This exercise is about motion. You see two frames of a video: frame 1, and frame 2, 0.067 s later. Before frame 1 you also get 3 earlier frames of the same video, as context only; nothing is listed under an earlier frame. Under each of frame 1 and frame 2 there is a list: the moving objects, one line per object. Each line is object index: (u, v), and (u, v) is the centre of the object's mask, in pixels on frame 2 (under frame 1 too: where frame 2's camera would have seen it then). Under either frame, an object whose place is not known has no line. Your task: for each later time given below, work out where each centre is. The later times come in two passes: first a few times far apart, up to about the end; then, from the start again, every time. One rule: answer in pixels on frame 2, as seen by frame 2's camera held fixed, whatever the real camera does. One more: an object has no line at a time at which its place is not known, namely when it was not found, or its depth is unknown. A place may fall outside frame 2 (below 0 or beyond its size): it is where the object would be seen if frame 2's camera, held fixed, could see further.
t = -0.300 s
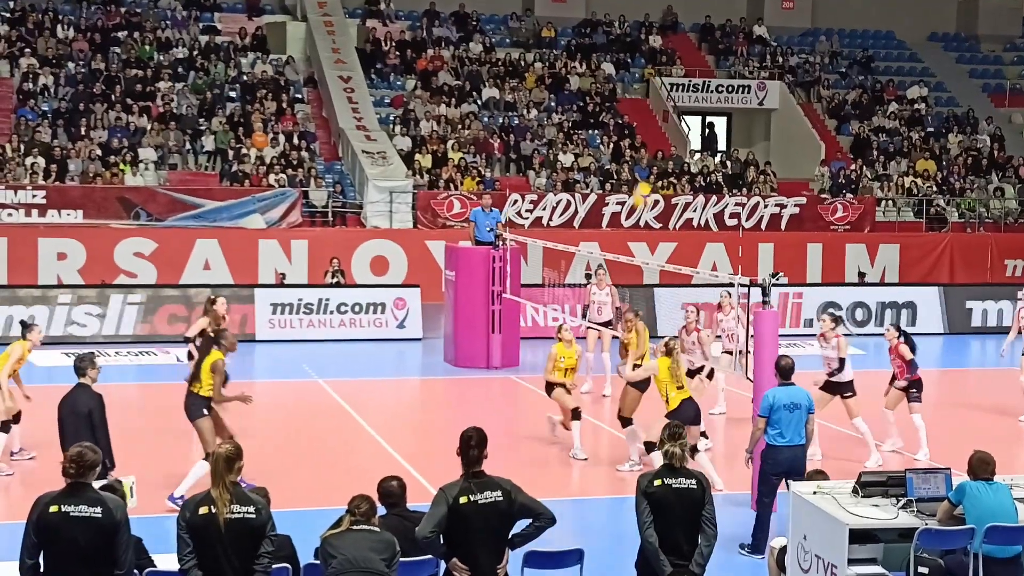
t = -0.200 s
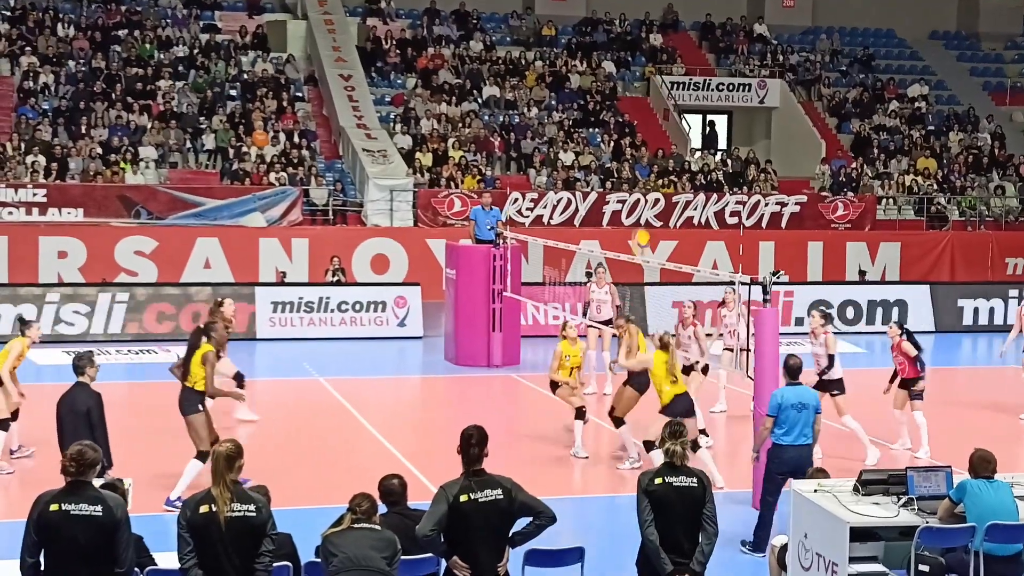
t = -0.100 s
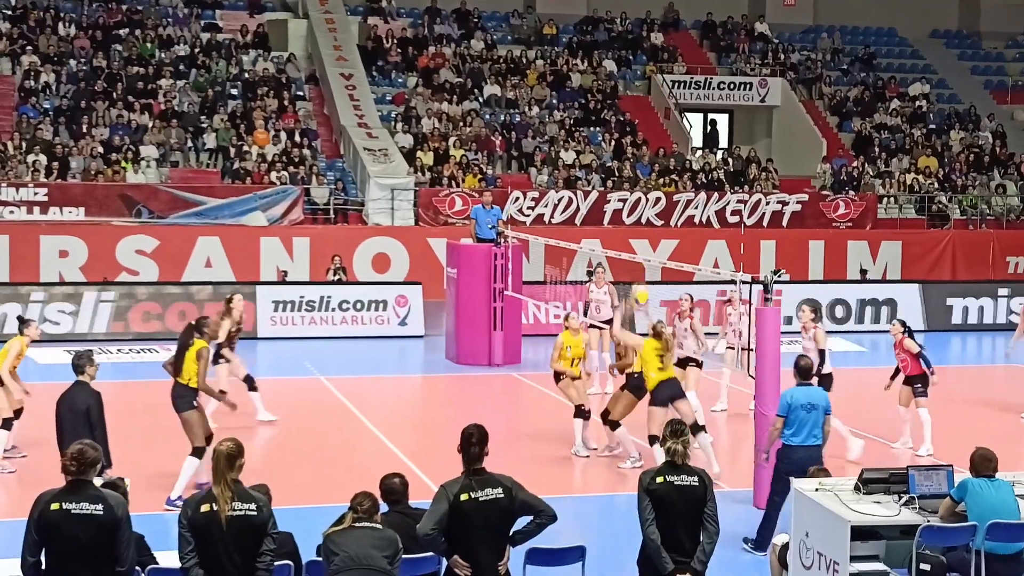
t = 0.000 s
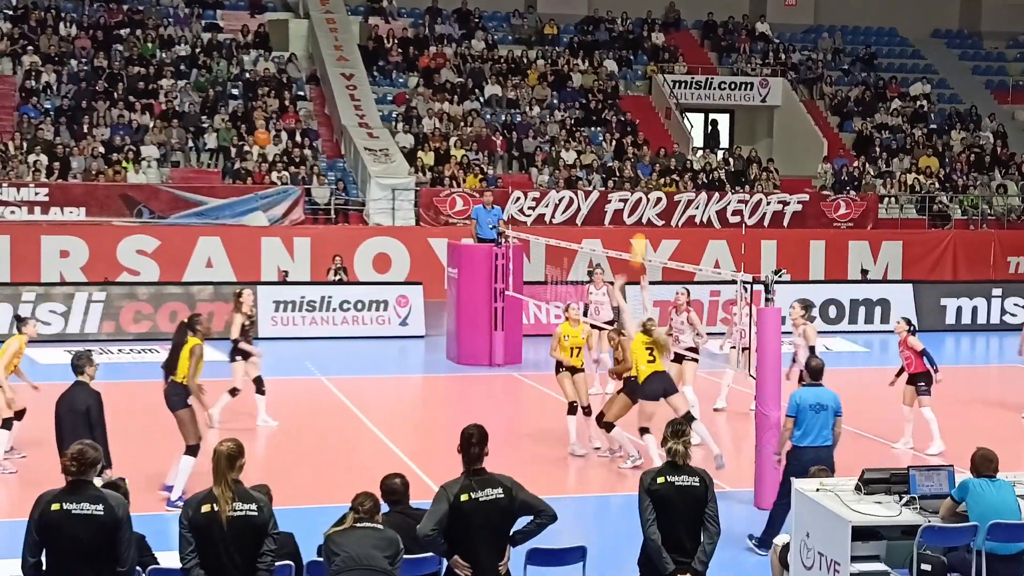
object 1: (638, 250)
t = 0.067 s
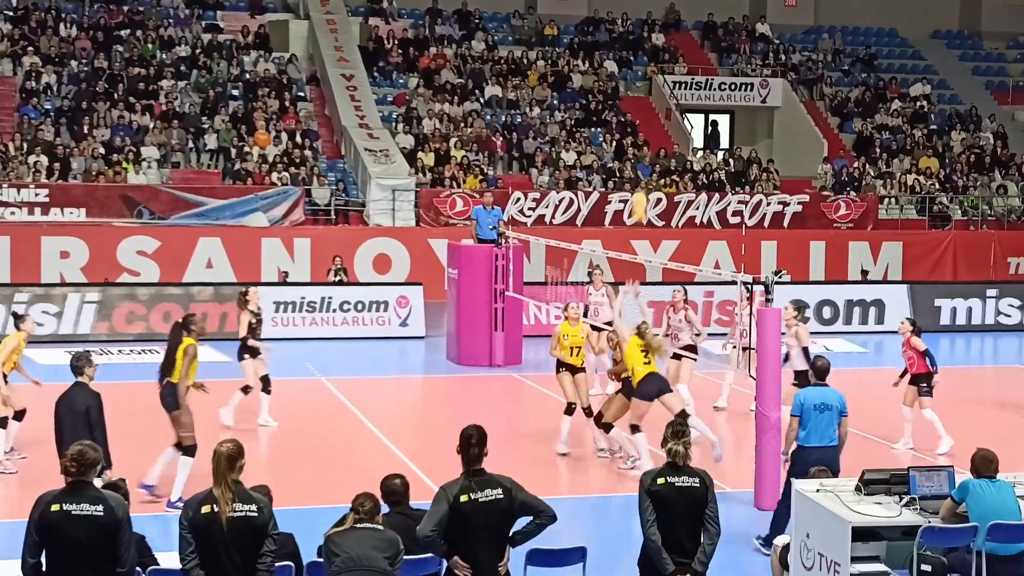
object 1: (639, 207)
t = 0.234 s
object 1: (644, 116)
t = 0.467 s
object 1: (650, 32)
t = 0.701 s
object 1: (654, -1)
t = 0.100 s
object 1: (640, 184)
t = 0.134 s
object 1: (642, 167)
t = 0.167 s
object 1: (642, 149)
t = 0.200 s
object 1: (643, 131)
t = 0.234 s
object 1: (644, 116)
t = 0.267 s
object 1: (645, 100)
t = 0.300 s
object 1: (646, 87)
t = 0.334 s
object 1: (647, 73)
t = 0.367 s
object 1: (648, 62)
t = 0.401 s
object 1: (648, 51)
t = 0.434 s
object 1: (649, 41)
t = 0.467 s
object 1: (650, 32)
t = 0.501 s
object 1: (651, 24)
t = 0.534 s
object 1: (651, 16)
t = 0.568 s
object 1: (652, 11)
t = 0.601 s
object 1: (652, 6)
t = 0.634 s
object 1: (653, 3)
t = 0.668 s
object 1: (653, 1)
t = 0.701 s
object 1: (654, -1)
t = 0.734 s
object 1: (655, -2)
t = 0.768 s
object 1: (655, -2)
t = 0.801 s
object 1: (655, -2)
